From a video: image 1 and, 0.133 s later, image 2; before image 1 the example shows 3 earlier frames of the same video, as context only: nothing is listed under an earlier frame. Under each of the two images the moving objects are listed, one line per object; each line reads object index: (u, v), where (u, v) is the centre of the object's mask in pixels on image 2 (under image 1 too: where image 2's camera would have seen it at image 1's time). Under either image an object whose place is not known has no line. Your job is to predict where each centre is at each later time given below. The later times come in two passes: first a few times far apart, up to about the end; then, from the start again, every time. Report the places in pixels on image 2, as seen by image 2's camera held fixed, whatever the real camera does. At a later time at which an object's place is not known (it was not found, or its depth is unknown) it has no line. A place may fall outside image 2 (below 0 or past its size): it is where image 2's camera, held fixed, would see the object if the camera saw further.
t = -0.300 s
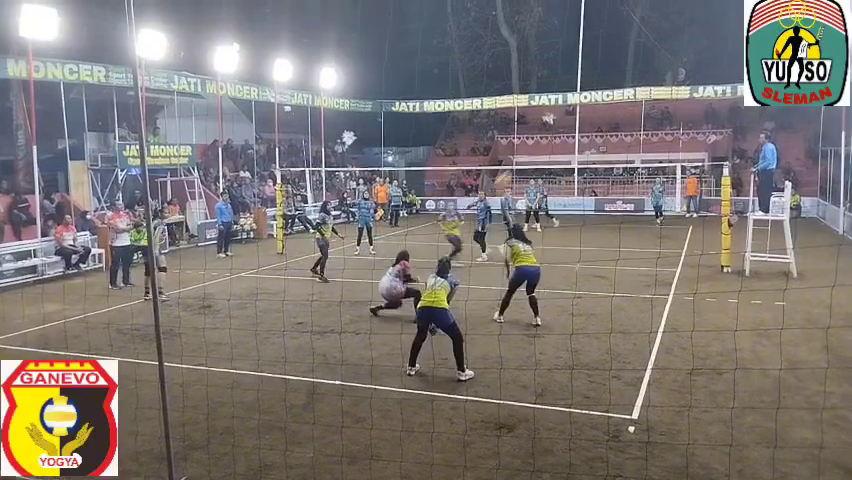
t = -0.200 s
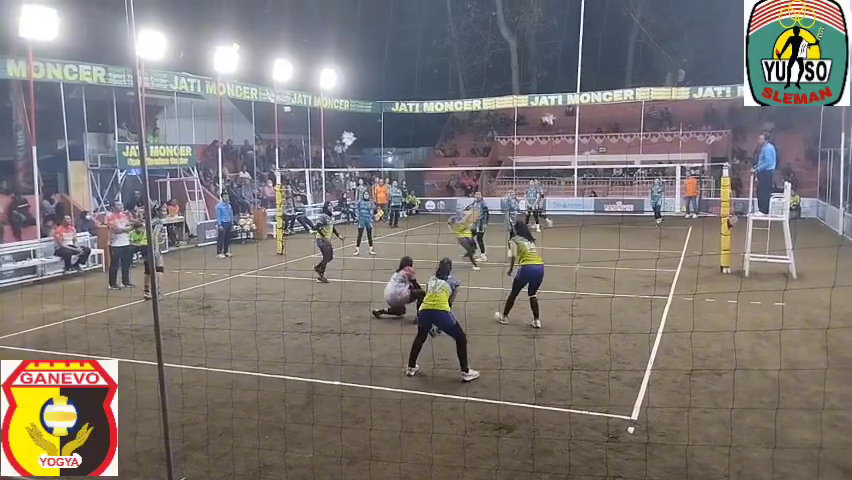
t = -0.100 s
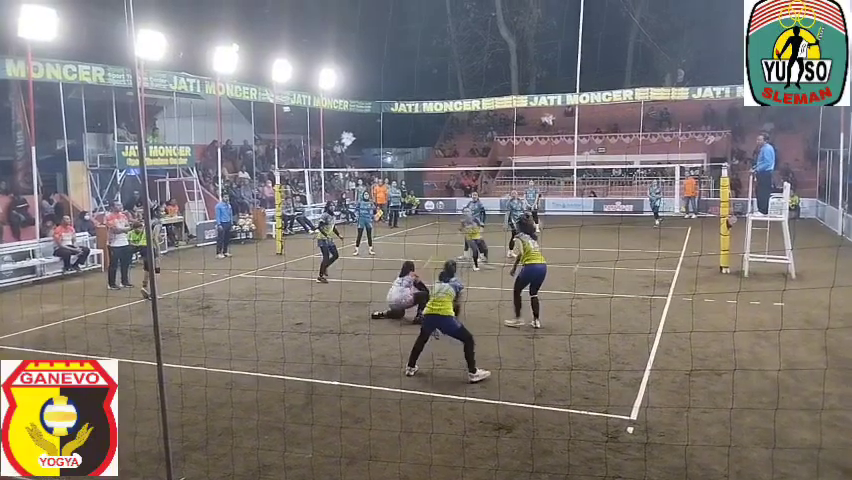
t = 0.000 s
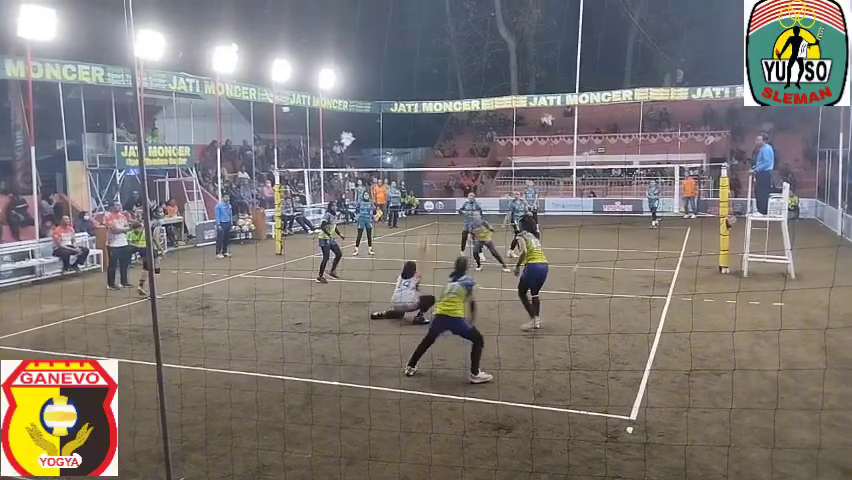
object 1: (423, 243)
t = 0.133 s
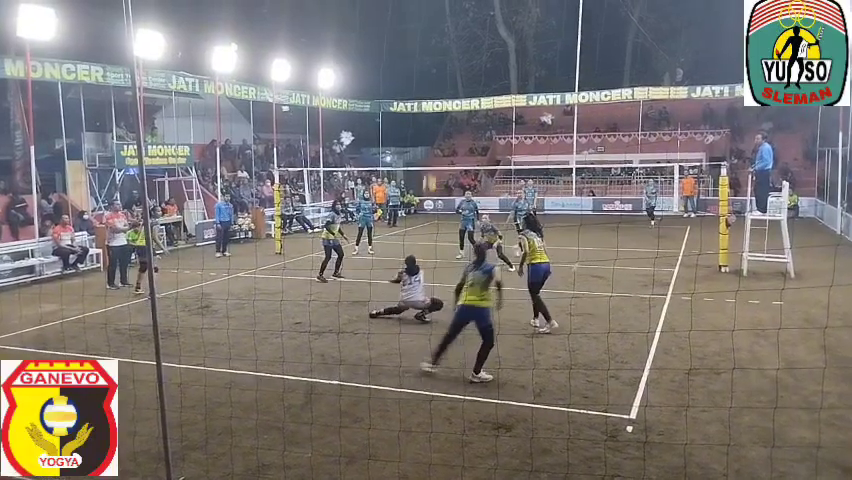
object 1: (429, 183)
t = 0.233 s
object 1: (433, 147)
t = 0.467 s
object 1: (442, 88)
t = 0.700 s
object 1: (449, 64)
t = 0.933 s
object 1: (457, 69)
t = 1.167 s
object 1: (464, 100)
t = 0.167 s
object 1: (430, 170)
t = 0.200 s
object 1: (432, 157)
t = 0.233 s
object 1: (433, 147)
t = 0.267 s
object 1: (434, 137)
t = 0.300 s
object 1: (436, 127)
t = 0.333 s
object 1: (437, 119)
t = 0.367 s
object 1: (438, 114)
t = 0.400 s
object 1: (439, 102)
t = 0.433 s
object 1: (440, 94)
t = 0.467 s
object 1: (442, 88)
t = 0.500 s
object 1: (443, 83)
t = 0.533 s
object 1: (444, 78)
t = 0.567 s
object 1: (445, 74)
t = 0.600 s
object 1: (446, 71)
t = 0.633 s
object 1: (447, 68)
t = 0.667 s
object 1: (449, 65)
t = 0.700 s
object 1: (449, 64)
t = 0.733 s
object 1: (451, 63)
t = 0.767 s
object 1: (452, 62)
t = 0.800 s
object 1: (453, 62)
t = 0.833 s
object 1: (454, 63)
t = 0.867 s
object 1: (455, 64)
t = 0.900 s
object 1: (456, 66)
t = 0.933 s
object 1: (457, 69)
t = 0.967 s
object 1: (458, 72)
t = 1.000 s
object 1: (459, 76)
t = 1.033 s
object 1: (460, 80)
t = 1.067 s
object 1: (461, 84)
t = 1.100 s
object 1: (462, 90)
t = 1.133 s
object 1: (463, 95)
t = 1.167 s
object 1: (464, 100)
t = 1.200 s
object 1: (466, 113)
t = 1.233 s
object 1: (467, 116)
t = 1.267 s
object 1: (468, 124)
